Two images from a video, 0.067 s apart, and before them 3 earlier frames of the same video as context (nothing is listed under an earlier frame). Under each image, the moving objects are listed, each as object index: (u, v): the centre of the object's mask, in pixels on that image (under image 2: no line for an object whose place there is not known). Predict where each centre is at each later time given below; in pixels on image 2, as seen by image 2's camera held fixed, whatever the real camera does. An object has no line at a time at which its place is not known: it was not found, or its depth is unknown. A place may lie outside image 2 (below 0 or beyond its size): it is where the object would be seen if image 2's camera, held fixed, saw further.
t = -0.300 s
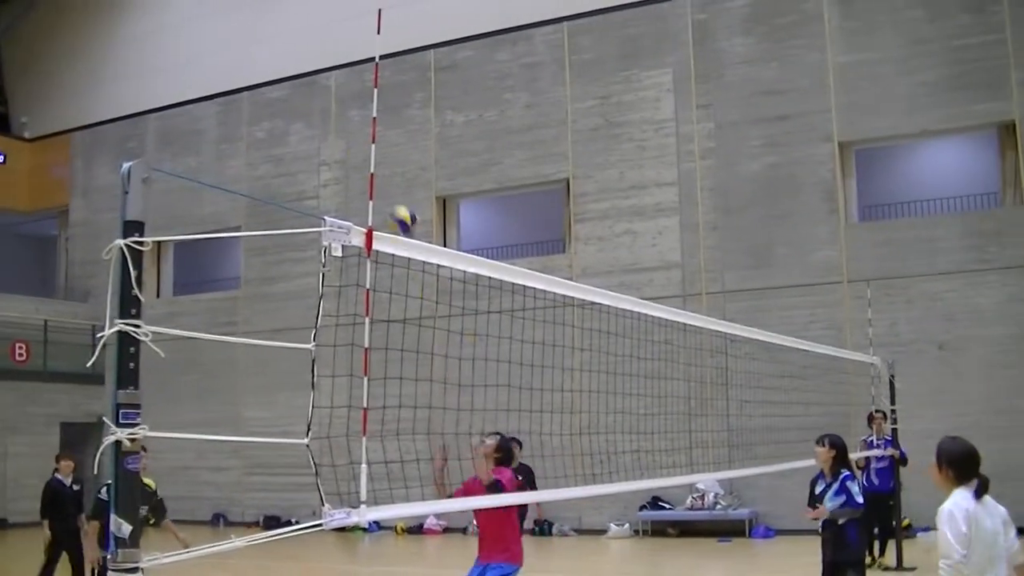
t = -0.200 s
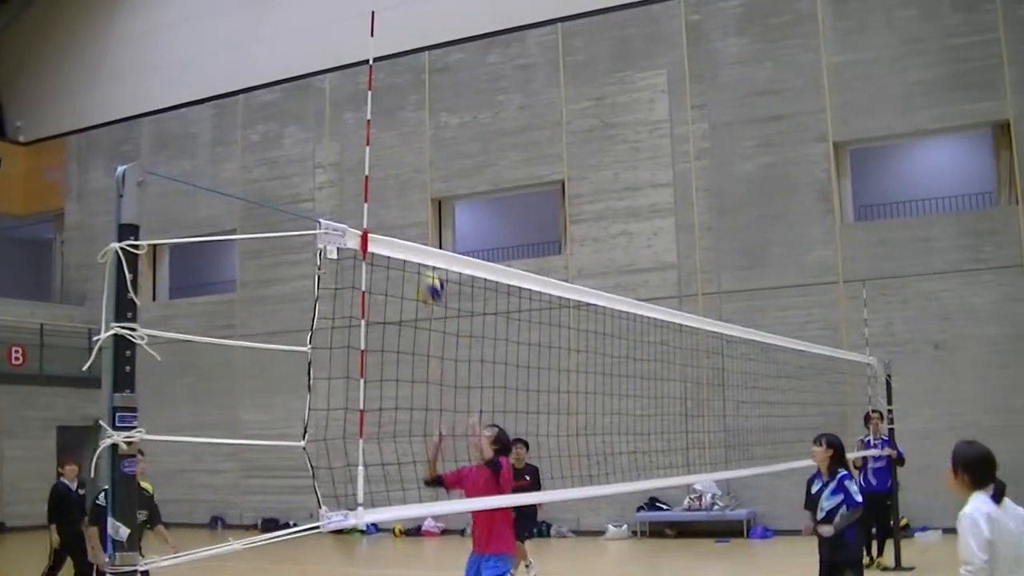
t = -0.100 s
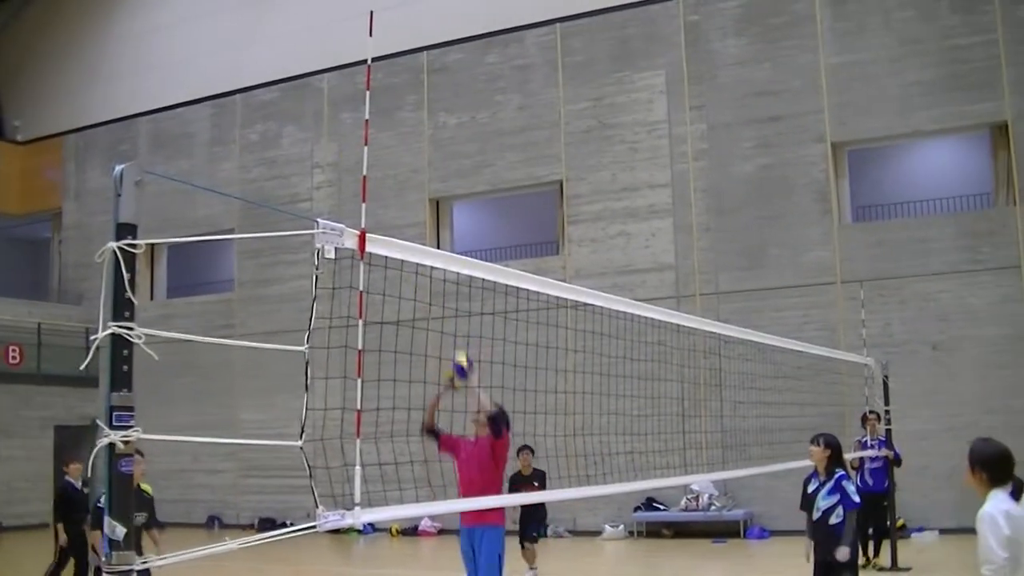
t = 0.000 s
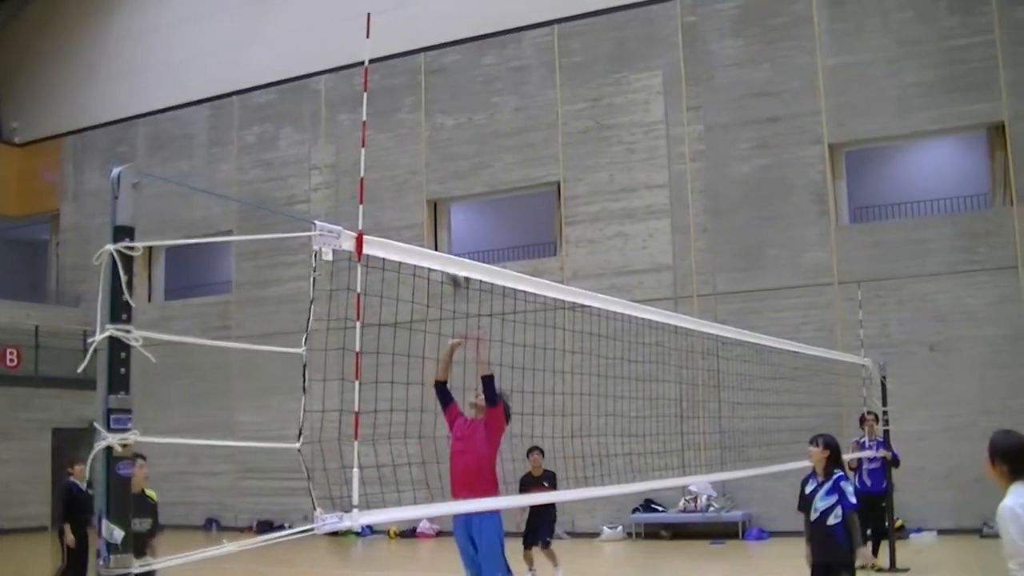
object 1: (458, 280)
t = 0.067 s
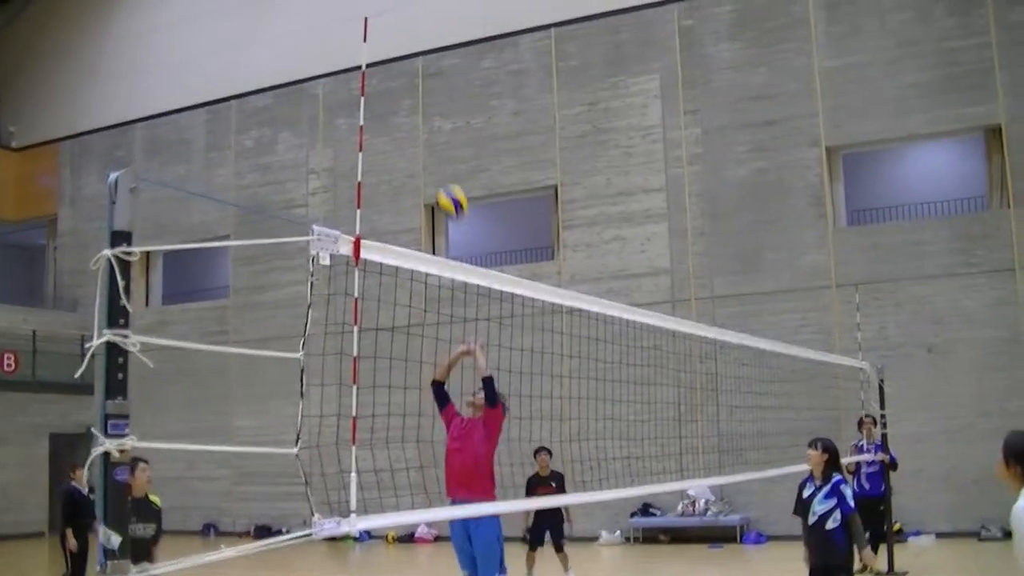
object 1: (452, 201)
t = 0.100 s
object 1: (450, 167)
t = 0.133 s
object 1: (448, 131)
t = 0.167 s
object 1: (447, 102)
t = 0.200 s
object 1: (447, 71)
